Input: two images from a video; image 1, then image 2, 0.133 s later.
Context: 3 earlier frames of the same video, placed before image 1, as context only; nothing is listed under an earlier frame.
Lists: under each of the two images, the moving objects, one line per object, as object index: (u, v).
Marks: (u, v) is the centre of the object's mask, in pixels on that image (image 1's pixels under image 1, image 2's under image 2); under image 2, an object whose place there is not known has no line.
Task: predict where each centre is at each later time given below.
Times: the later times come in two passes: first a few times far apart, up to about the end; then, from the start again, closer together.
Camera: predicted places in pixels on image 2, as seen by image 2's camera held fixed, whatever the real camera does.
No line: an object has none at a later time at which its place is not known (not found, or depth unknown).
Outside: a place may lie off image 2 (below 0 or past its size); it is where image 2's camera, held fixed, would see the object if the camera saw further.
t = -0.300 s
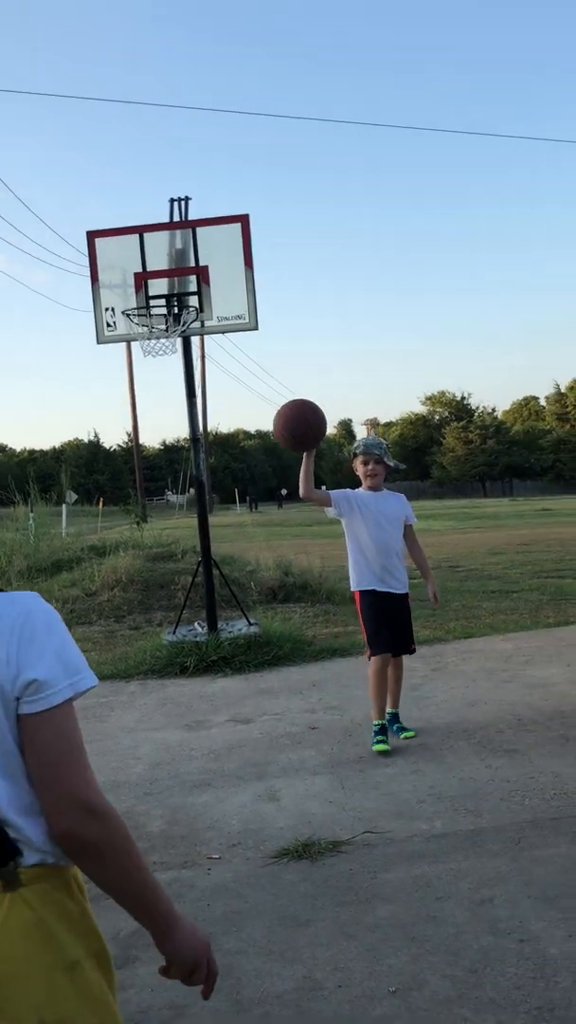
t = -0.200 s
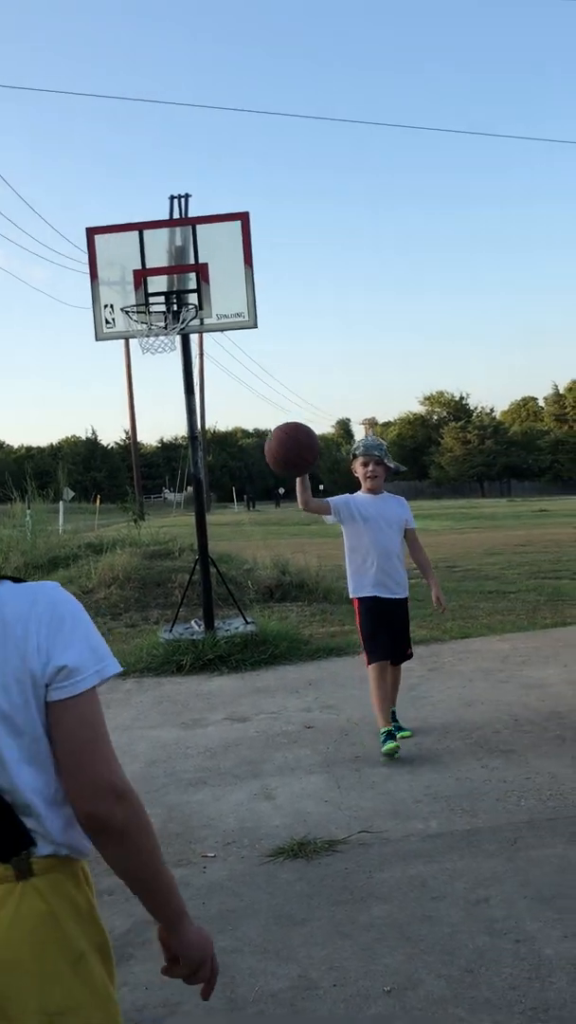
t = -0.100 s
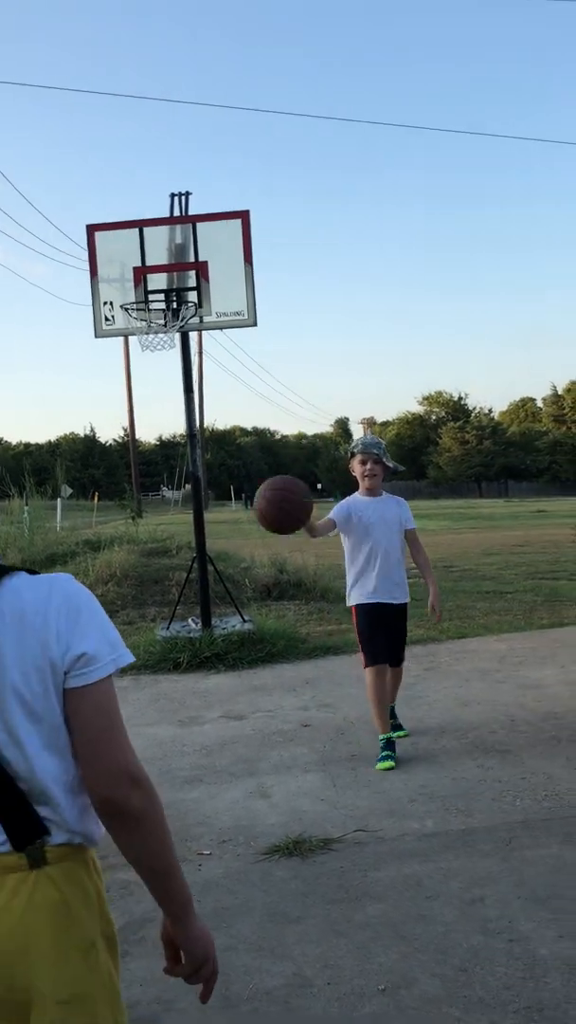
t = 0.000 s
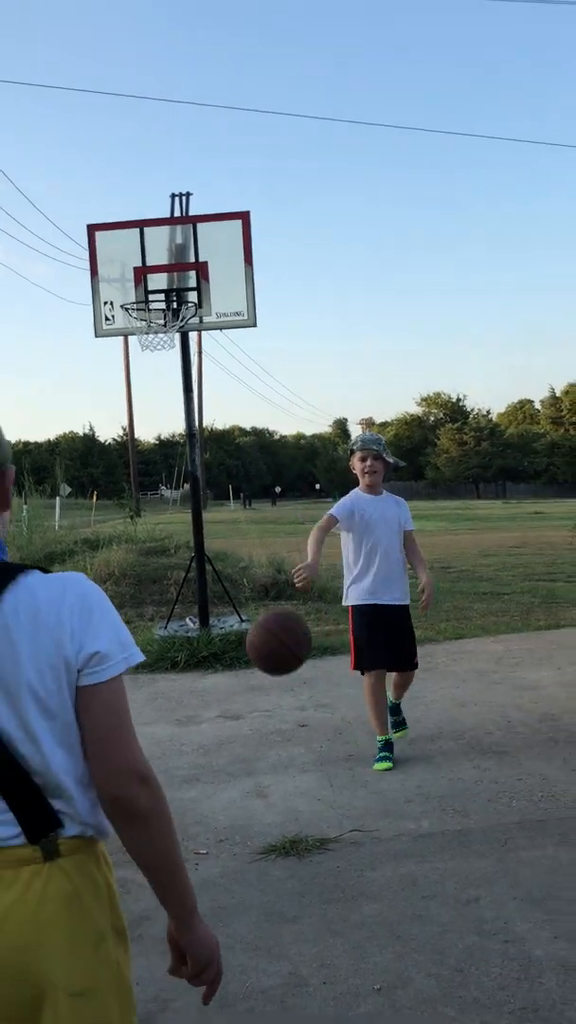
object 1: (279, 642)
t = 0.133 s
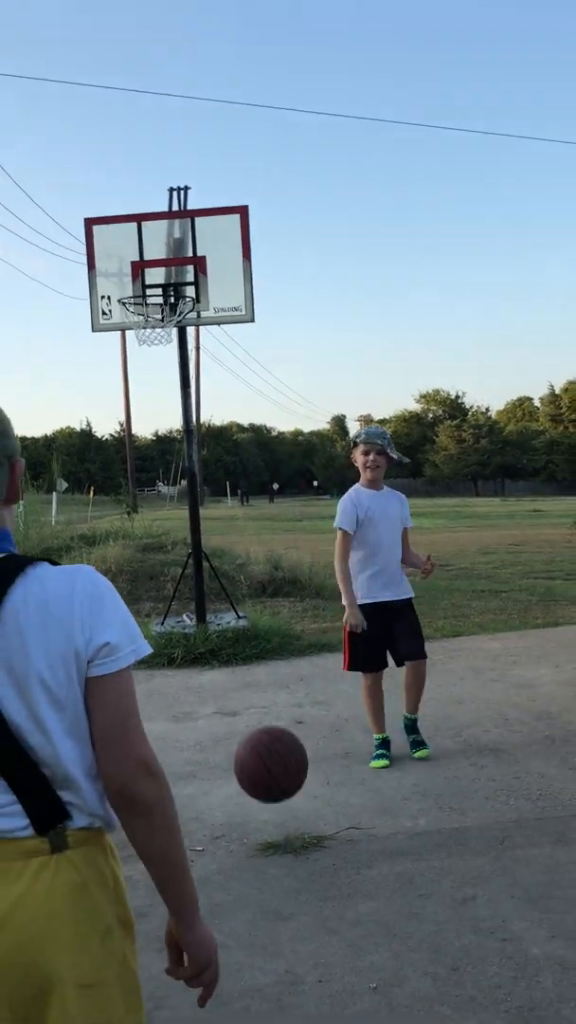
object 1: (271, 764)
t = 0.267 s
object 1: (252, 602)
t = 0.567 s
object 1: (217, 410)
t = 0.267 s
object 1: (252, 602)
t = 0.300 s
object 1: (248, 569)
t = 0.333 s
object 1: (244, 538)
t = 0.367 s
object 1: (238, 509)
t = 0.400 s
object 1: (234, 484)
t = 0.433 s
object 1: (230, 462)
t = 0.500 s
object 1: (223, 428)
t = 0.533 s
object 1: (220, 417)
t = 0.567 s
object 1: (217, 410)
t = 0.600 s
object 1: (216, 406)
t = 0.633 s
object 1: (214, 407)
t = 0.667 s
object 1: (212, 410)
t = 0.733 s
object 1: (207, 433)
